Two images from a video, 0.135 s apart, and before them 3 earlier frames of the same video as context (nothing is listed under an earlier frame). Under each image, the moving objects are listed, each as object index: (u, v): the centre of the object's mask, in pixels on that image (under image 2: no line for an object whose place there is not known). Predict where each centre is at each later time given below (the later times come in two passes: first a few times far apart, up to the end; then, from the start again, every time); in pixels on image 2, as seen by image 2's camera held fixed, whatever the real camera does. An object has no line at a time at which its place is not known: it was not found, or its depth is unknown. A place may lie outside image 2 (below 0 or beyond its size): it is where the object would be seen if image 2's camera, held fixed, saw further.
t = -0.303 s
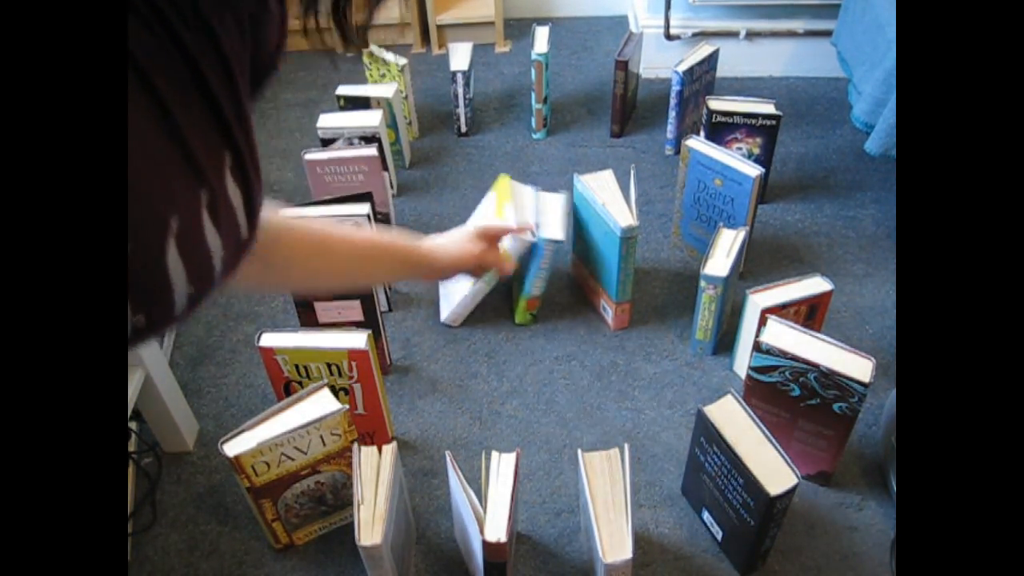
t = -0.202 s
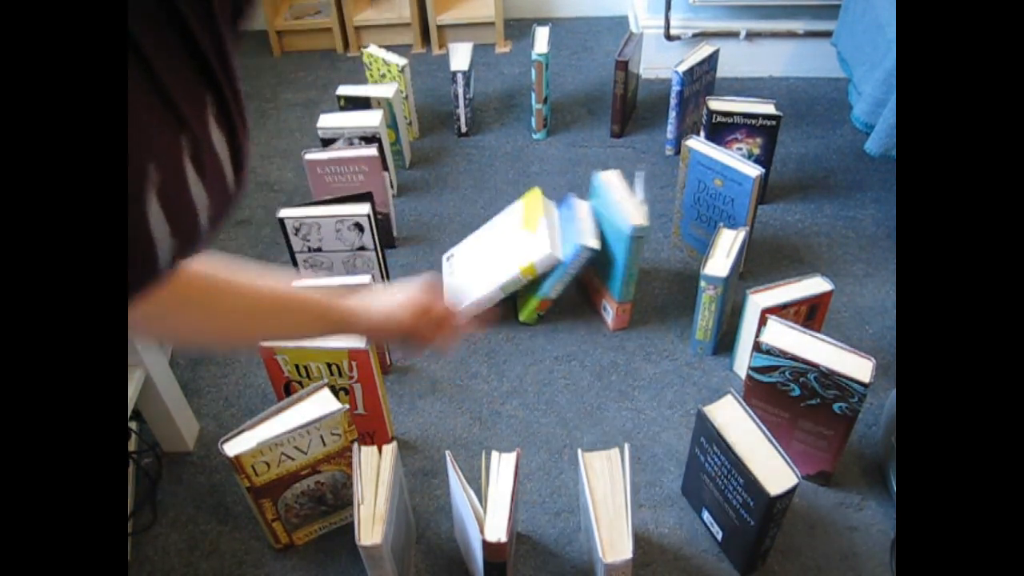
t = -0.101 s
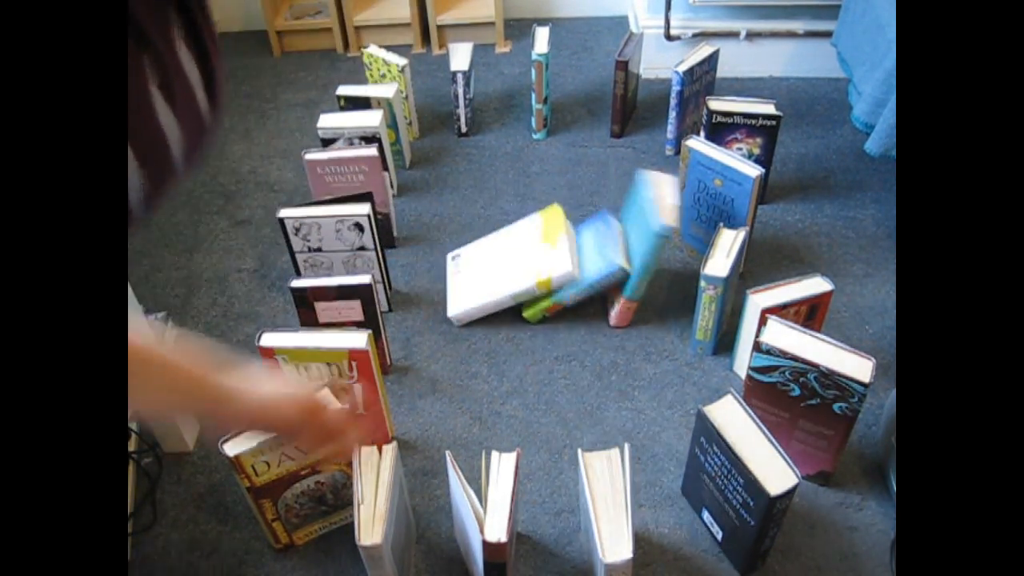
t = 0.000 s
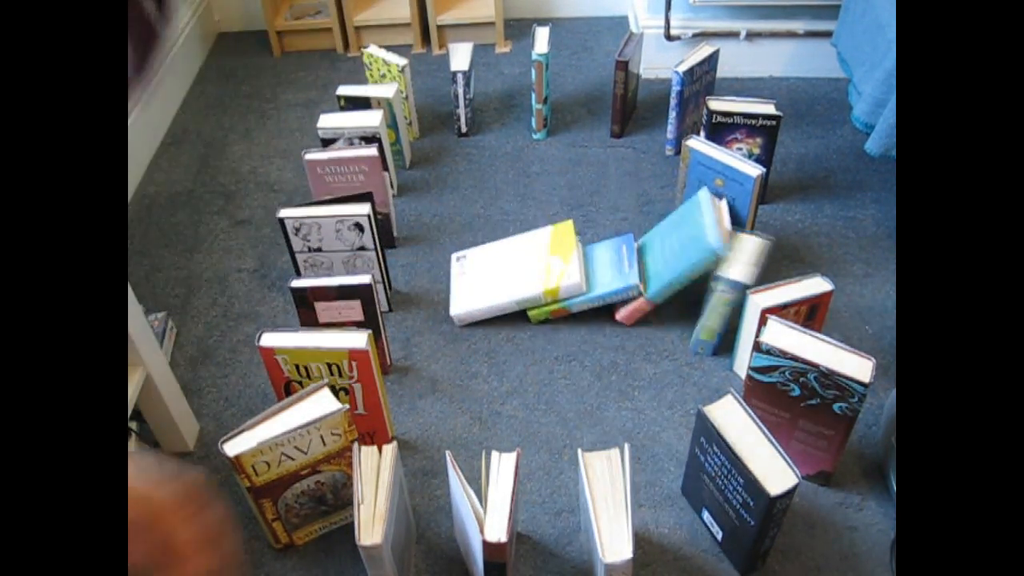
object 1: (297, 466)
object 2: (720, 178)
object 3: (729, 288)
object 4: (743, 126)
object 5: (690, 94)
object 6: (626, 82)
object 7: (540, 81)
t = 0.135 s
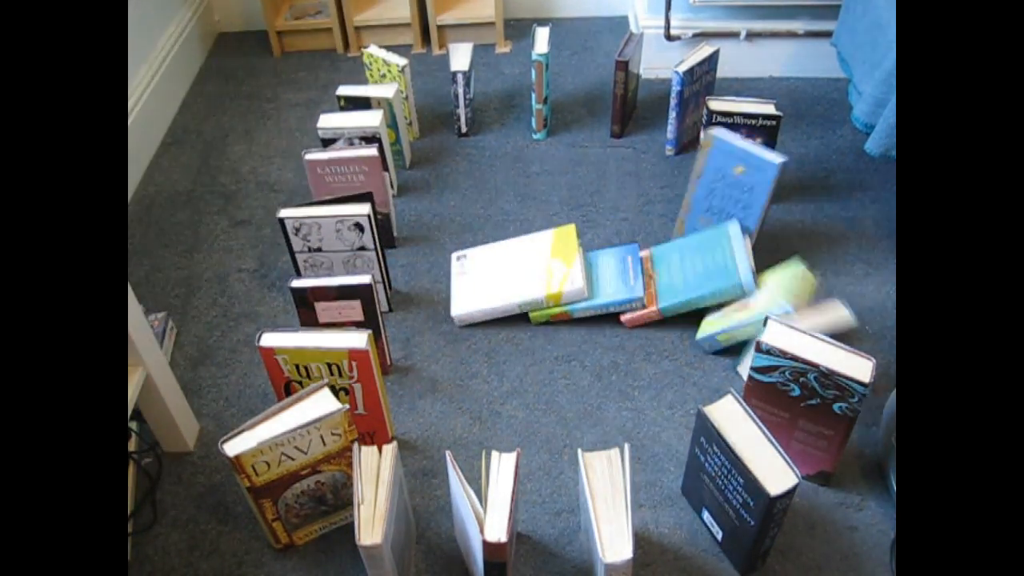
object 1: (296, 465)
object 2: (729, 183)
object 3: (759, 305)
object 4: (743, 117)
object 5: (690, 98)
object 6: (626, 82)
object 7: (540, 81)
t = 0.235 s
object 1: (296, 465)
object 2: (740, 191)
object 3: (775, 319)
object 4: (734, 124)
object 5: (690, 97)
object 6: (626, 82)
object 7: (540, 81)
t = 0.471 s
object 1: (296, 466)
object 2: (750, 209)
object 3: (786, 321)
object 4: (729, 134)
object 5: (683, 95)
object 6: (626, 82)
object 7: (540, 81)
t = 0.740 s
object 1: (296, 465)
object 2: (754, 213)
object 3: (786, 321)
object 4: (730, 145)
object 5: (650, 112)
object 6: (587, 69)
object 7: (540, 81)
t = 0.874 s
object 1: (289, 461)
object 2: (758, 219)
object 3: (786, 321)
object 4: (732, 147)
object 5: (646, 118)
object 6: (569, 96)
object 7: (509, 82)
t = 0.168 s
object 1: (296, 465)
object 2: (733, 185)
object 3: (765, 311)
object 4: (741, 117)
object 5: (690, 97)
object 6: (626, 82)
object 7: (540, 81)
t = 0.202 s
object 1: (296, 465)
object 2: (736, 188)
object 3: (769, 316)
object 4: (737, 120)
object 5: (690, 97)
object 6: (626, 83)
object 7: (540, 81)
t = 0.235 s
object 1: (296, 465)
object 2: (740, 191)
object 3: (775, 319)
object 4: (734, 124)
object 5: (690, 97)
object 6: (626, 82)
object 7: (540, 81)
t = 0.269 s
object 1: (296, 465)
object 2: (744, 193)
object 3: (781, 321)
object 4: (733, 125)
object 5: (690, 97)
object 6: (626, 82)
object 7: (540, 81)
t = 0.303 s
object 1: (296, 465)
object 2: (747, 197)
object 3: (784, 322)
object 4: (732, 126)
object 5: (689, 97)
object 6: (626, 83)
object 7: (540, 81)
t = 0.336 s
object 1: (296, 466)
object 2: (749, 201)
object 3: (785, 321)
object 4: (732, 128)
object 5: (689, 97)
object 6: (626, 83)
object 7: (540, 81)
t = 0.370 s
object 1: (296, 465)
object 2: (750, 205)
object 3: (785, 321)
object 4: (731, 130)
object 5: (689, 96)
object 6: (626, 83)
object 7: (540, 81)
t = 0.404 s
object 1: (296, 465)
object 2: (751, 207)
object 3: (786, 321)
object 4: (729, 130)
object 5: (688, 96)
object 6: (626, 83)
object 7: (540, 81)
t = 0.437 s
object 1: (297, 465)
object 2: (751, 208)
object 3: (786, 321)
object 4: (728, 132)
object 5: (687, 97)
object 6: (626, 83)
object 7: (540, 81)
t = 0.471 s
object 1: (296, 466)
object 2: (750, 209)
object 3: (786, 321)
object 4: (729, 134)
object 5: (683, 95)
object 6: (626, 82)
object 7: (540, 81)
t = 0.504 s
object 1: (296, 466)
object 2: (751, 209)
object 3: (786, 321)
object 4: (729, 139)
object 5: (678, 96)
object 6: (626, 83)
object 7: (540, 81)
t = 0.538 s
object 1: (296, 466)
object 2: (753, 209)
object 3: (786, 321)
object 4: (731, 144)
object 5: (672, 97)
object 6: (626, 83)
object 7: (540, 81)
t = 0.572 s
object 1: (296, 465)
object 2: (753, 209)
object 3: (786, 321)
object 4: (730, 144)
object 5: (666, 98)
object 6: (624, 84)
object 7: (540, 81)
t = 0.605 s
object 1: (296, 466)
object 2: (753, 211)
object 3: (786, 321)
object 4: (730, 145)
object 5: (663, 99)
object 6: (620, 85)
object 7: (540, 81)
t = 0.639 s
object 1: (296, 465)
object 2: (753, 212)
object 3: (786, 321)
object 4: (730, 145)
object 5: (661, 101)
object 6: (611, 81)
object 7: (540, 81)
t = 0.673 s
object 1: (296, 465)
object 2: (754, 212)
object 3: (786, 321)
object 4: (730, 145)
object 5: (657, 105)
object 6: (608, 79)
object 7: (540, 81)
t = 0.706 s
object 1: (296, 465)
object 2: (754, 213)
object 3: (786, 321)
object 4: (730, 145)
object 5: (653, 109)
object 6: (600, 77)
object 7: (540, 81)
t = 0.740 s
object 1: (296, 465)
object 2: (754, 213)
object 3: (786, 321)
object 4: (730, 145)
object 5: (650, 112)
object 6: (587, 69)
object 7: (540, 81)
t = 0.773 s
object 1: (296, 465)
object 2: (754, 213)
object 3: (786, 321)
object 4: (731, 145)
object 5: (646, 114)
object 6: (579, 76)
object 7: (539, 80)
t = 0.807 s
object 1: (296, 465)
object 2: (755, 213)
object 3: (786, 321)
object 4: (731, 145)
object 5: (645, 114)
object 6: (578, 88)
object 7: (530, 79)
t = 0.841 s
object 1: (295, 465)
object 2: (756, 215)
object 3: (786, 321)
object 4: (731, 146)
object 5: (646, 115)
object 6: (573, 92)
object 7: (521, 79)
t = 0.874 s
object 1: (289, 461)
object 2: (758, 219)
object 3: (786, 321)
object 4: (732, 147)
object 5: (646, 118)
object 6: (569, 96)
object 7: (509, 82)
